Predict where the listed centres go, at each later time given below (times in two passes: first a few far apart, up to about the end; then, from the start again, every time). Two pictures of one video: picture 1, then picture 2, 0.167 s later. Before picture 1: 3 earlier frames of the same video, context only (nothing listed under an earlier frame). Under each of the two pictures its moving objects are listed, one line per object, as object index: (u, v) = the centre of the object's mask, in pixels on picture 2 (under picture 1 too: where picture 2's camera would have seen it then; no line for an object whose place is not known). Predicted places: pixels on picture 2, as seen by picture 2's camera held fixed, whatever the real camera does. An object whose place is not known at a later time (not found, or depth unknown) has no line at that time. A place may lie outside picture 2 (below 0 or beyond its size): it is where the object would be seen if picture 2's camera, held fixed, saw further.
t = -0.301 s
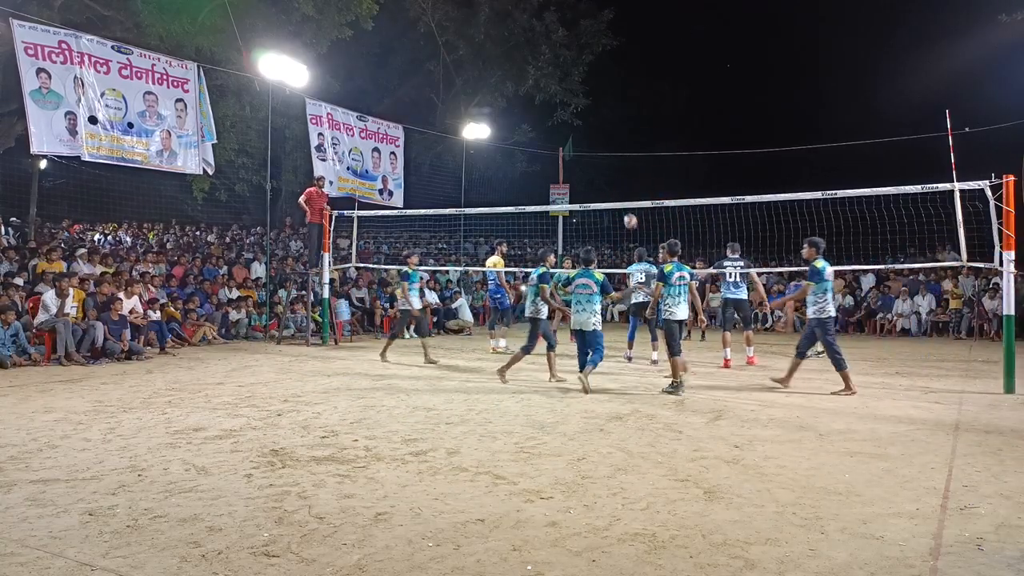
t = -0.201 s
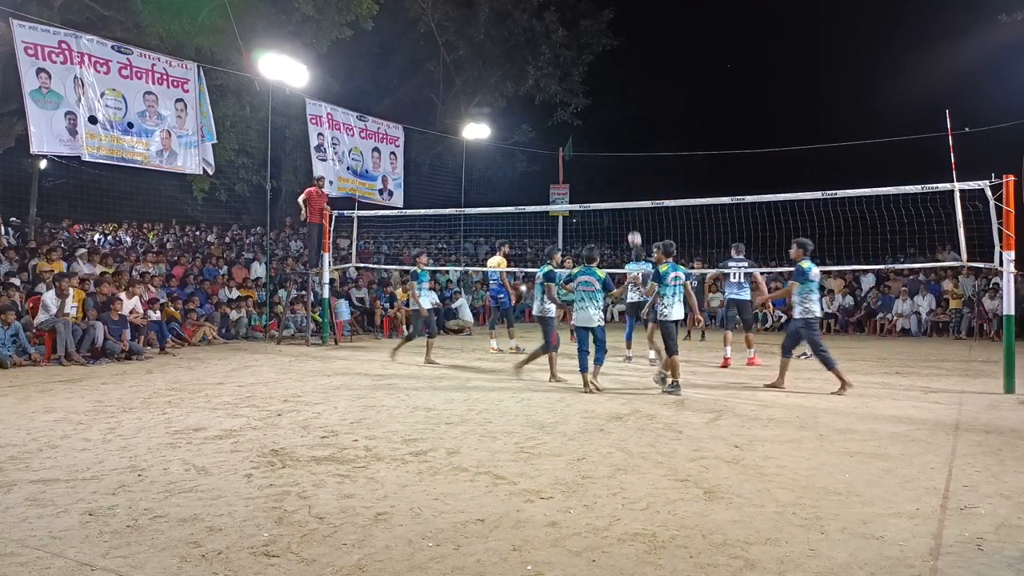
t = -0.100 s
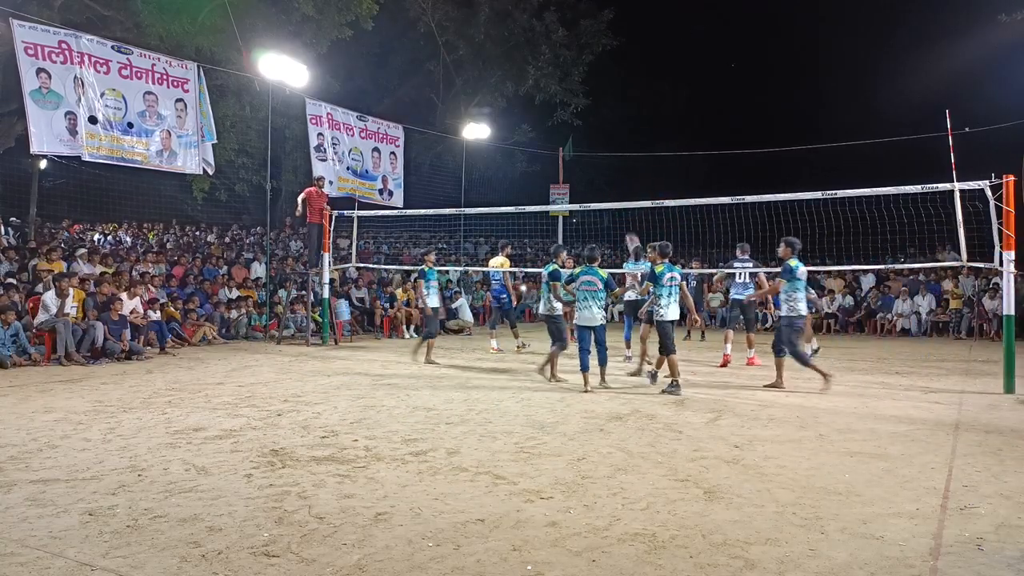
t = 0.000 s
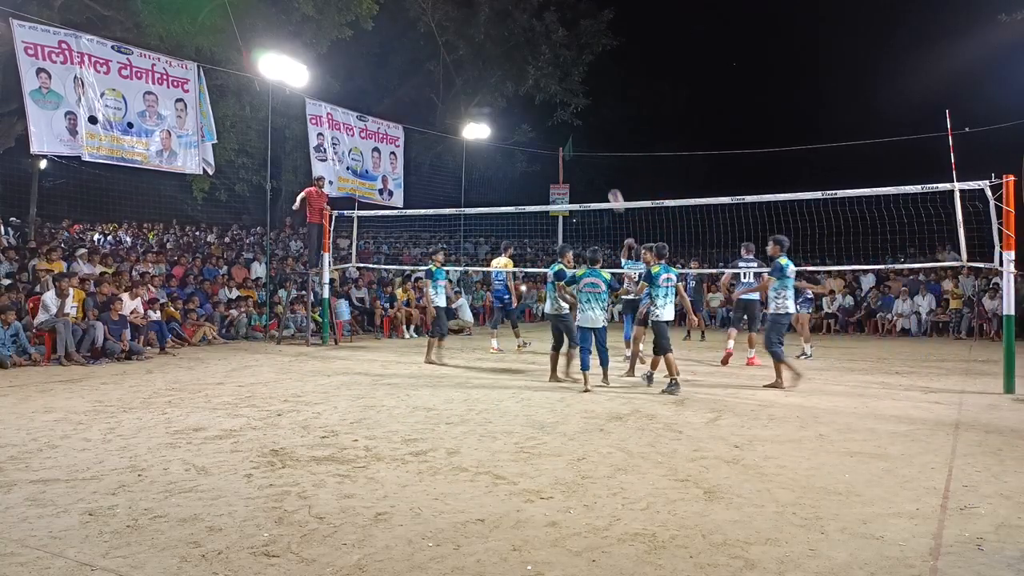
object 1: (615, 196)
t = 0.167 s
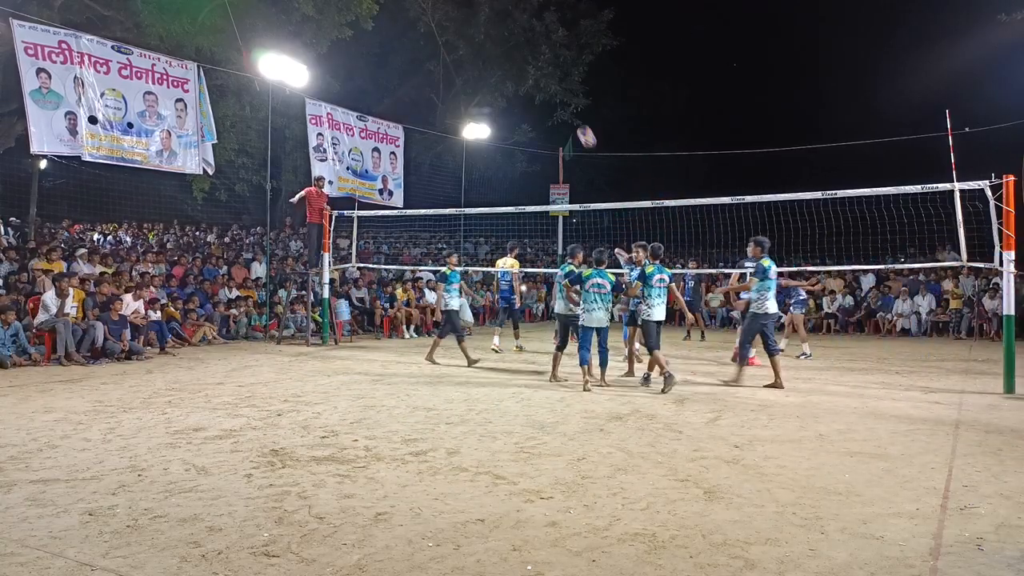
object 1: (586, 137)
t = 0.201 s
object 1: (580, 125)
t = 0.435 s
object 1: (530, 61)
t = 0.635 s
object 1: (481, 34)
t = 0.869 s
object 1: (412, 44)
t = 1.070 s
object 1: (344, 96)
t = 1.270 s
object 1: (260, 213)
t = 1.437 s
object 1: (178, 367)
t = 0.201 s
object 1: (580, 125)
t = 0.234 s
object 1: (573, 114)
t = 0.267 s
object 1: (567, 104)
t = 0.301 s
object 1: (560, 94)
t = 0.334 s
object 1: (553, 85)
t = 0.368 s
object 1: (546, 77)
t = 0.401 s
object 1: (538, 69)
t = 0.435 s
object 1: (530, 61)
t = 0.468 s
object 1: (523, 55)
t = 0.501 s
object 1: (515, 50)
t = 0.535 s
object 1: (507, 44)
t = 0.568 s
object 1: (498, 39)
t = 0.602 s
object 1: (490, 36)
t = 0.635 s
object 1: (481, 34)
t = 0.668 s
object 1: (472, 32)
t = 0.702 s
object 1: (463, 32)
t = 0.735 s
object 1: (453, 32)
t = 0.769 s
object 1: (443, 33)
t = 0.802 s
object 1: (433, 35)
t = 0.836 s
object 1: (423, 39)
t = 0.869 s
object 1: (412, 44)
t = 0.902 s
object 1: (402, 49)
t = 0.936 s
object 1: (390, 56)
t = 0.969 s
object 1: (378, 65)
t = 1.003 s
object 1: (367, 75)
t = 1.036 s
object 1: (355, 87)
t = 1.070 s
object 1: (344, 96)
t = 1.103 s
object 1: (332, 110)
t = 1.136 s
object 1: (310, 132)
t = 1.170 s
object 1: (299, 150)
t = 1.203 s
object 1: (289, 168)
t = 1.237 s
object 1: (275, 189)
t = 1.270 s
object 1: (260, 213)
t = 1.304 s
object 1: (244, 238)
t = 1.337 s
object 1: (229, 266)
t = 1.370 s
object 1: (213, 298)
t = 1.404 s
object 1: (194, 329)
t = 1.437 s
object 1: (178, 367)
